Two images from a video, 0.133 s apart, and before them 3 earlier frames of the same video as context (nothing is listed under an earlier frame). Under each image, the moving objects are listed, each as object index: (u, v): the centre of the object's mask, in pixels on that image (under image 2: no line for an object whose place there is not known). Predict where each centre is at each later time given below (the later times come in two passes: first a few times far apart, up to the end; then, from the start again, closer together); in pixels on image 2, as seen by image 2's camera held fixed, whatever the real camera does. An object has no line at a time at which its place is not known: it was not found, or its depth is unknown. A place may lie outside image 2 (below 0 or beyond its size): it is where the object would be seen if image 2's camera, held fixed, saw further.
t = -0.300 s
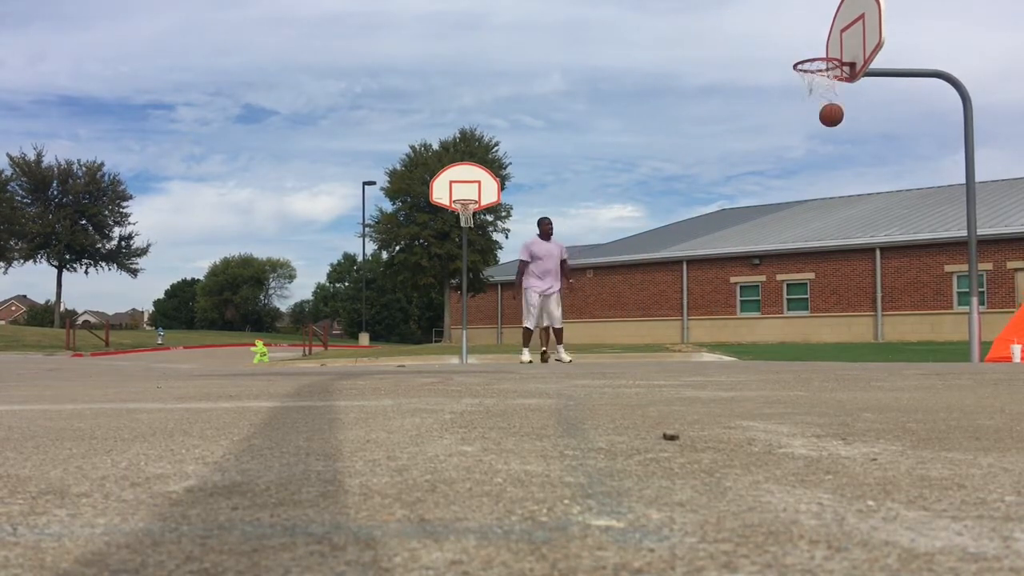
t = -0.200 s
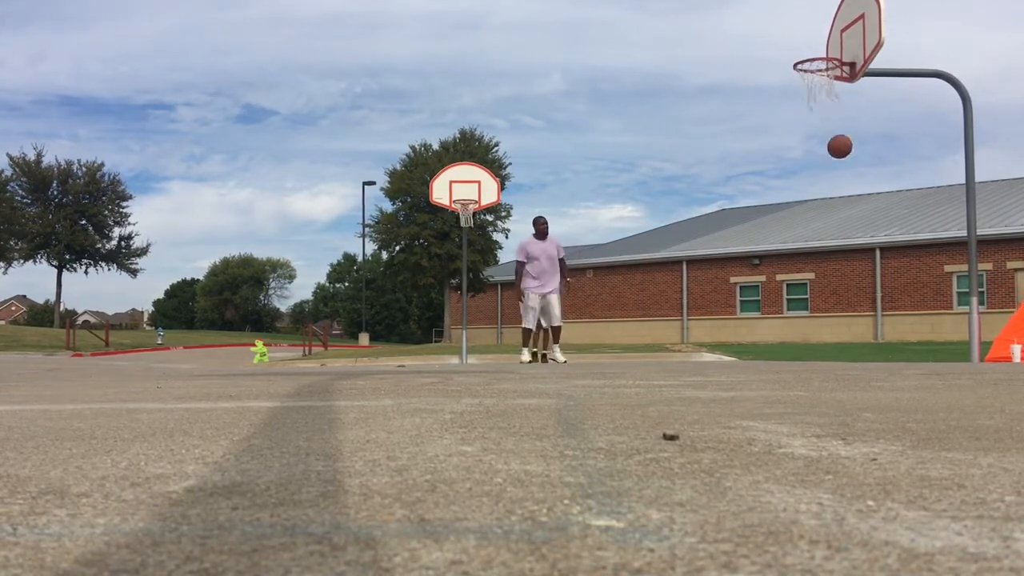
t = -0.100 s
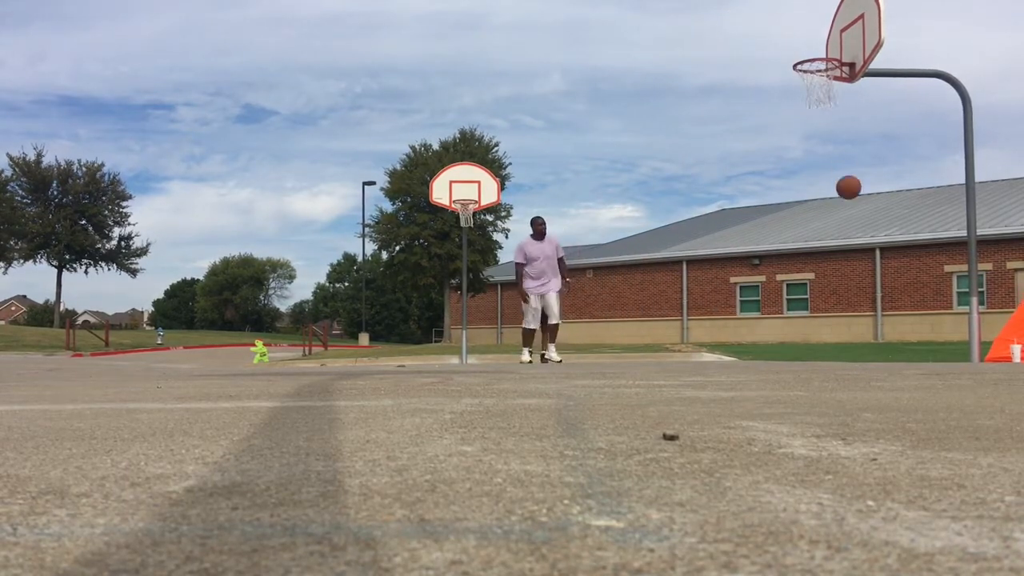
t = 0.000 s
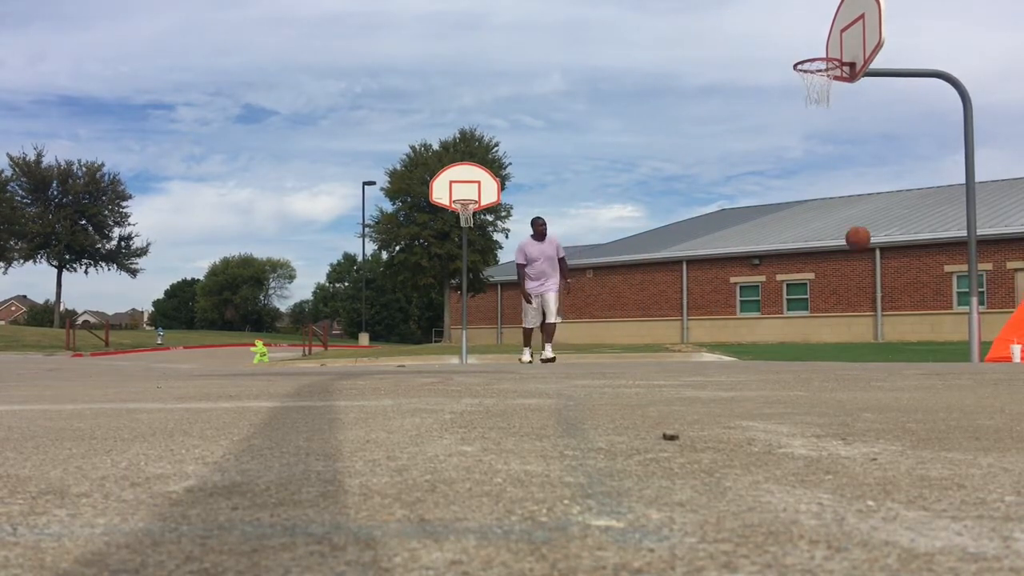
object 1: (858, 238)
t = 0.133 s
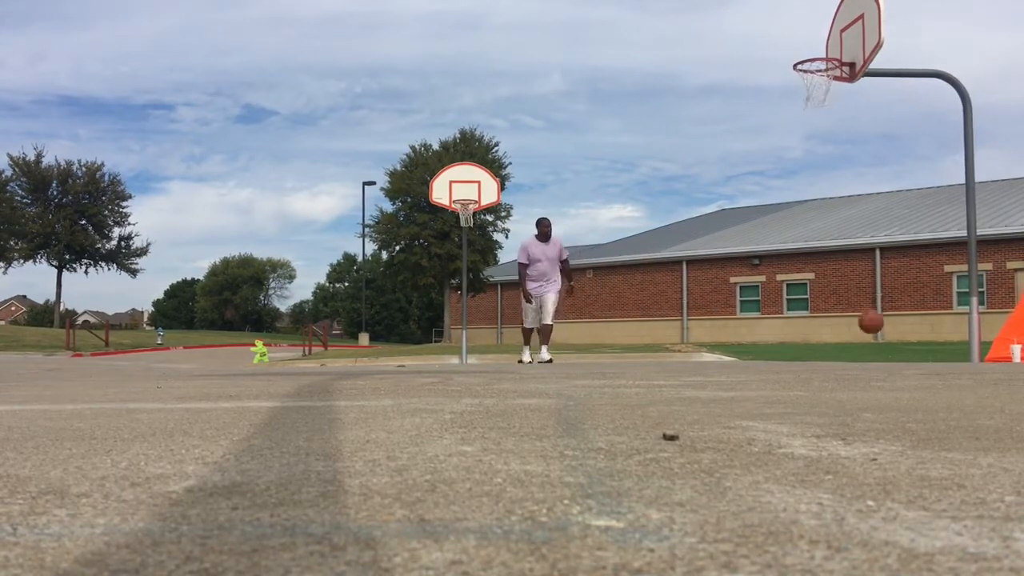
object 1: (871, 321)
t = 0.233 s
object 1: (878, 325)
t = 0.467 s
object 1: (887, 228)
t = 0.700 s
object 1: (899, 184)
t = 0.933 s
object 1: (911, 192)
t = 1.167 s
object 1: (925, 249)
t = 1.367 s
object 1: (935, 342)
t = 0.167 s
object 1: (874, 345)
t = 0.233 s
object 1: (878, 325)
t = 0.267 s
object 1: (879, 307)
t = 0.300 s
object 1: (880, 291)
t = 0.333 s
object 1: (882, 277)
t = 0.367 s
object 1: (883, 263)
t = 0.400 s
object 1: (884, 250)
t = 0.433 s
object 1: (886, 238)
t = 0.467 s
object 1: (887, 228)
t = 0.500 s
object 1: (889, 218)
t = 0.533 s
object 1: (891, 210)
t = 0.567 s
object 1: (892, 203)
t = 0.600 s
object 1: (894, 197)
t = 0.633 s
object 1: (895, 191)
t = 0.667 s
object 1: (897, 187)
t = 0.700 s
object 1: (899, 184)
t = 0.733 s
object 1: (900, 182)
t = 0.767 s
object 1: (902, 181)
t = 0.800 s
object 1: (904, 181)
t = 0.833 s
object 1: (906, 182)
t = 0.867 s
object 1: (907, 184)
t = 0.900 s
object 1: (909, 188)
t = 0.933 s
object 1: (911, 192)
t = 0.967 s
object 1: (912, 197)
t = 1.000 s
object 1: (914, 203)
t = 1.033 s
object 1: (916, 211)
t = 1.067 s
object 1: (918, 219)
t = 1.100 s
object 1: (920, 228)
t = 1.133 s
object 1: (922, 239)
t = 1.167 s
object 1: (925, 249)
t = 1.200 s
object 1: (925, 262)
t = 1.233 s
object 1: (928, 276)
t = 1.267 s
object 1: (930, 291)
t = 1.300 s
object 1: (931, 307)
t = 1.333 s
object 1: (933, 324)
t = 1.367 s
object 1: (935, 342)
